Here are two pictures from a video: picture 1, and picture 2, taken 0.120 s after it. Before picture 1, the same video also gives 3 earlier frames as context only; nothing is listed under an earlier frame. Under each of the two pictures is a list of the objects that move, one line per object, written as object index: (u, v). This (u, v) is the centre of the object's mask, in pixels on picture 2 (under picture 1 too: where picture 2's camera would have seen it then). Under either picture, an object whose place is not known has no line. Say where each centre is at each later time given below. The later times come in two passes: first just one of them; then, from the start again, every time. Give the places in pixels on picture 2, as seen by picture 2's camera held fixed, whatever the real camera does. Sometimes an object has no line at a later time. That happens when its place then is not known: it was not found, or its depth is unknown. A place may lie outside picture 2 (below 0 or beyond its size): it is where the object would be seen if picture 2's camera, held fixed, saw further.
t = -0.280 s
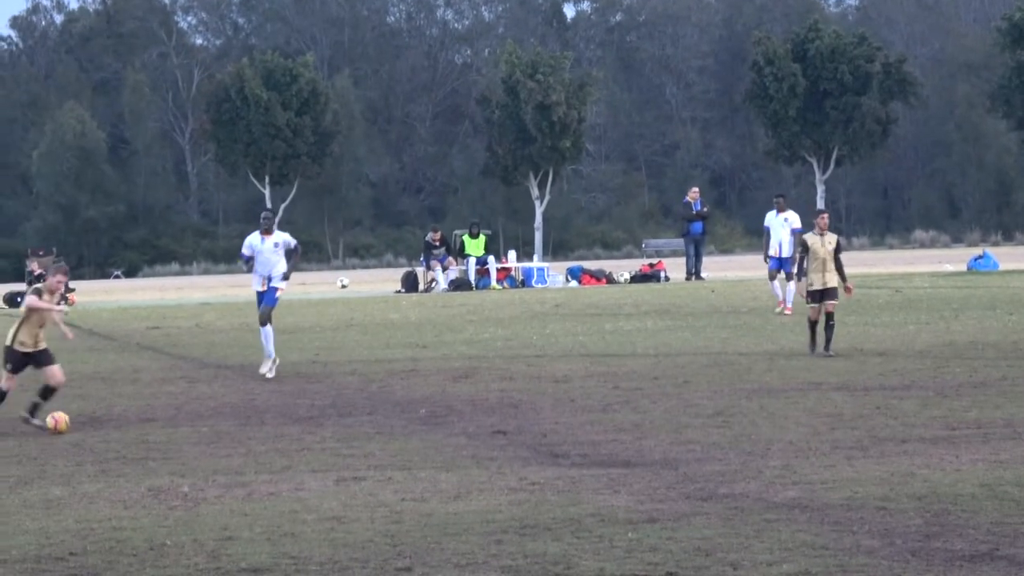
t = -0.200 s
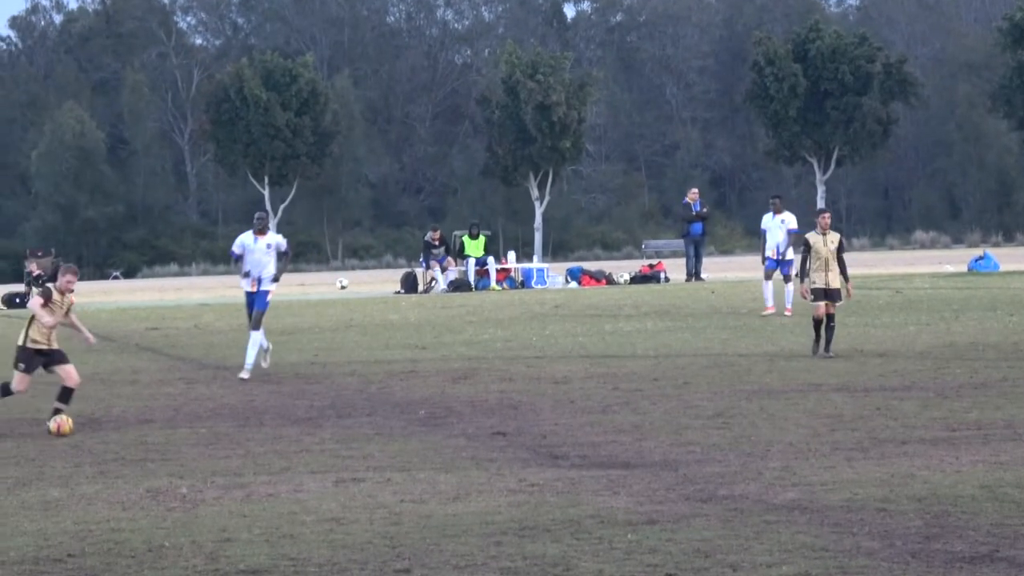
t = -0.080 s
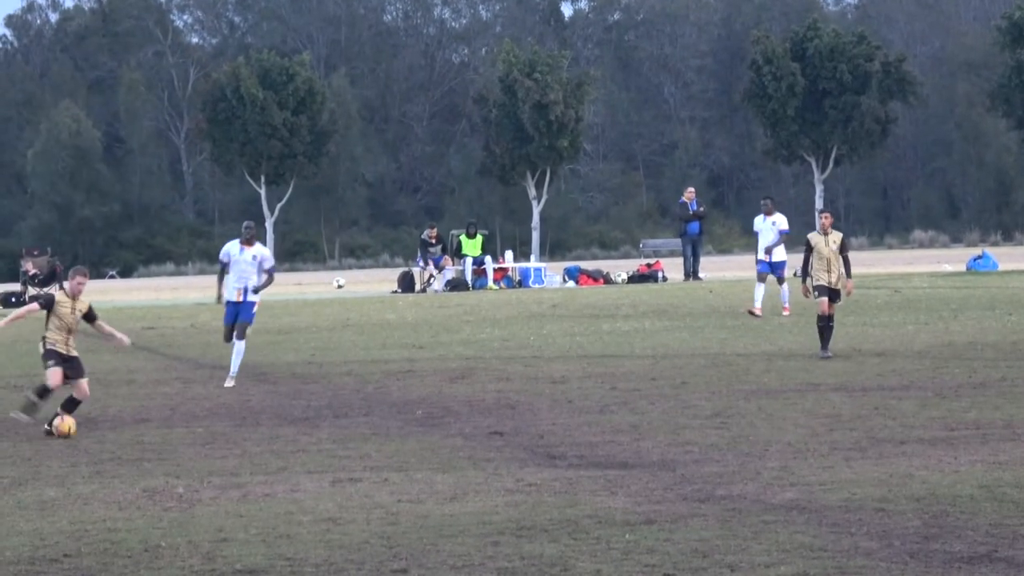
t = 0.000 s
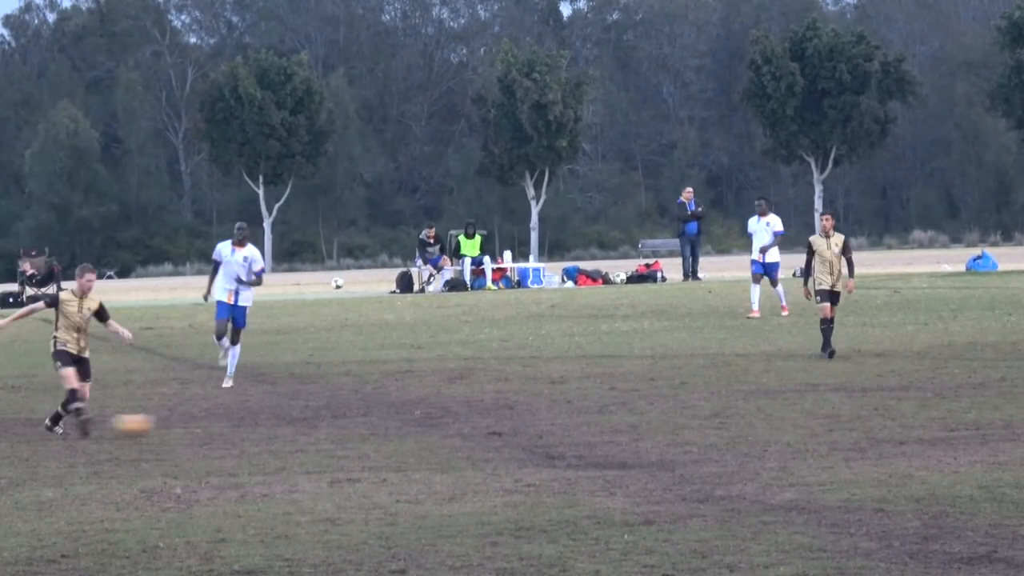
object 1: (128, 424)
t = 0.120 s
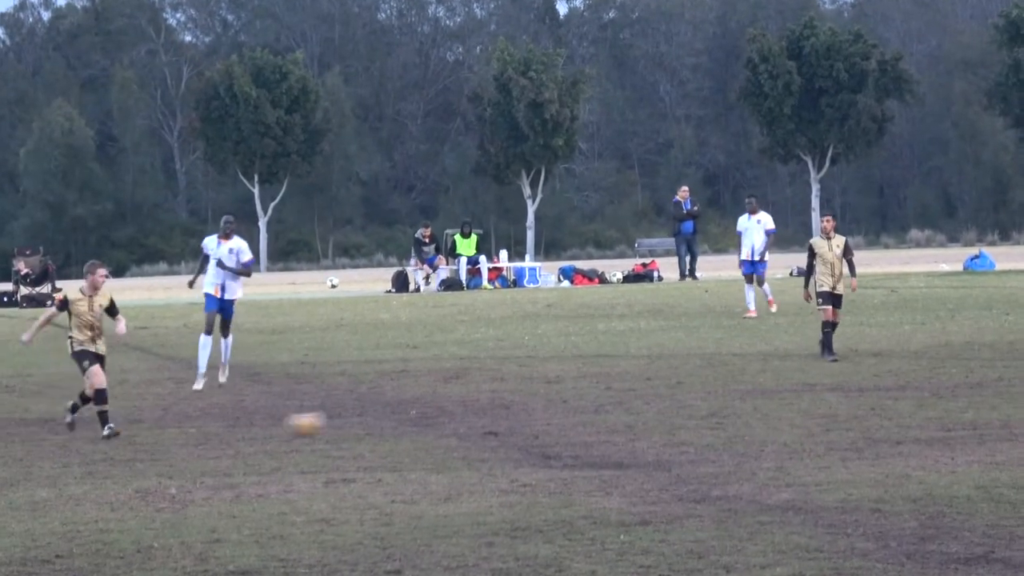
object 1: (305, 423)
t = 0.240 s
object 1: (467, 413)
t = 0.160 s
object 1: (359, 418)
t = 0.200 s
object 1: (413, 414)
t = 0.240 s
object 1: (467, 413)
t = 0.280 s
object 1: (521, 414)
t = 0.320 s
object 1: (574, 417)
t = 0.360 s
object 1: (623, 418)
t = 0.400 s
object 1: (667, 409)
